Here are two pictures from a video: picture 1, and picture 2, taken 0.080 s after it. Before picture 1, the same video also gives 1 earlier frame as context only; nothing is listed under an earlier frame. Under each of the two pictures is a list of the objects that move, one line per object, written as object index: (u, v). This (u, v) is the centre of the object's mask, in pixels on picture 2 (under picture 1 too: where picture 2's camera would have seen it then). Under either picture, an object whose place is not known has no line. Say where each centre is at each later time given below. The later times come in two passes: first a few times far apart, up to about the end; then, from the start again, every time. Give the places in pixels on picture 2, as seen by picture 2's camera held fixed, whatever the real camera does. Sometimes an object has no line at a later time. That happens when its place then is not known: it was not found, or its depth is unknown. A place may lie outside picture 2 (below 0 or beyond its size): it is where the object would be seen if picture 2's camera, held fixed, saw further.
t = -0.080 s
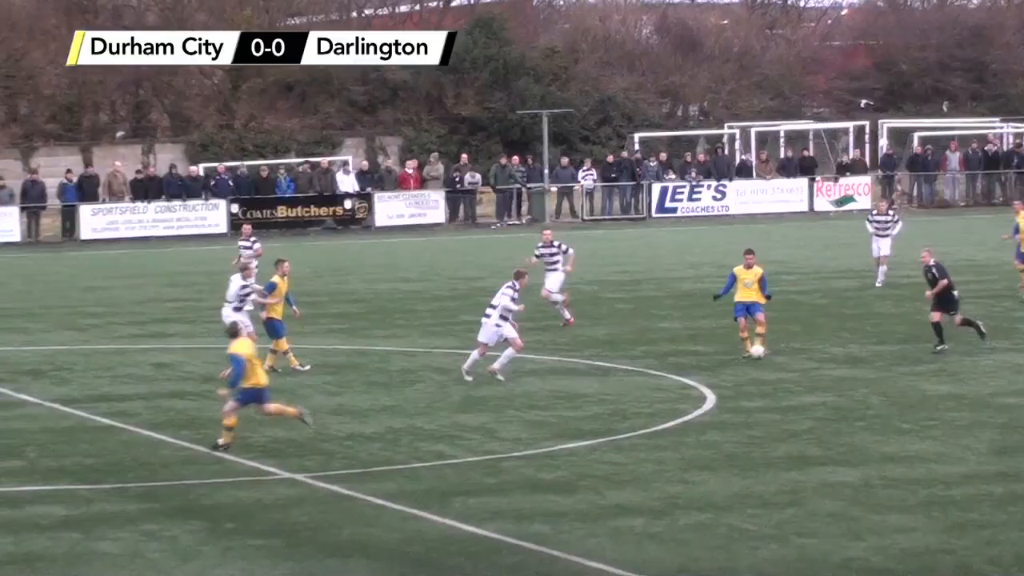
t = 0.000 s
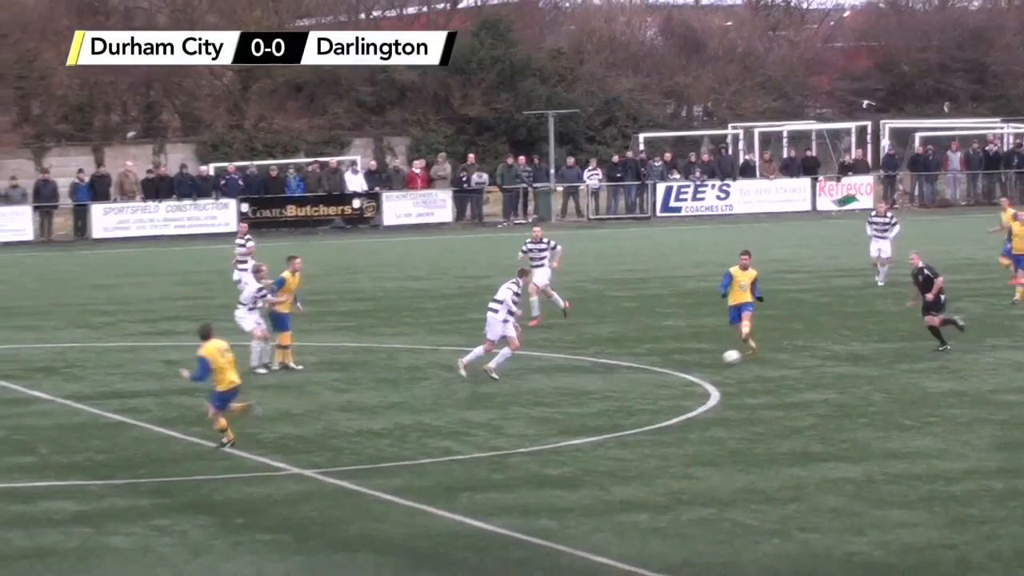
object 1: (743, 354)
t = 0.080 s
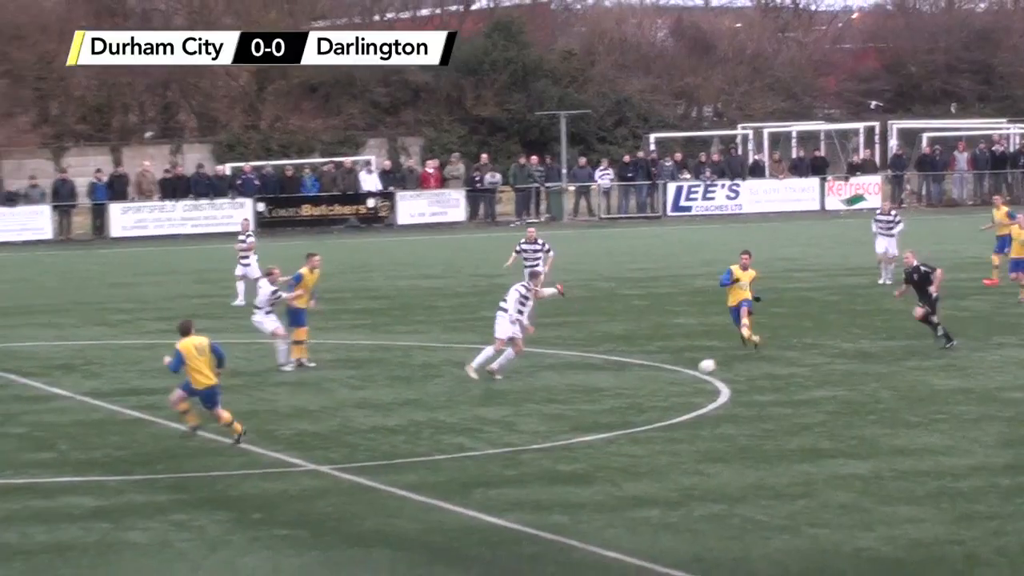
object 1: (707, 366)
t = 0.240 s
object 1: (630, 385)
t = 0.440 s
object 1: (524, 410)
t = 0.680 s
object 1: (379, 446)
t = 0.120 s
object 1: (688, 371)
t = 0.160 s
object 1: (669, 377)
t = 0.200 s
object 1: (650, 382)
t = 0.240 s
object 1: (630, 385)
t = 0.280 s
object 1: (610, 390)
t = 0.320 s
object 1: (589, 397)
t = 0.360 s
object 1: (568, 402)
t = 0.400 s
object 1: (546, 405)
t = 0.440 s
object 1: (524, 410)
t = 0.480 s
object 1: (501, 418)
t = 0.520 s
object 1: (477, 425)
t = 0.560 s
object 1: (454, 430)
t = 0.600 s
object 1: (429, 436)
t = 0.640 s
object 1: (403, 442)
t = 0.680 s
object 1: (379, 446)
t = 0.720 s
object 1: (353, 452)
